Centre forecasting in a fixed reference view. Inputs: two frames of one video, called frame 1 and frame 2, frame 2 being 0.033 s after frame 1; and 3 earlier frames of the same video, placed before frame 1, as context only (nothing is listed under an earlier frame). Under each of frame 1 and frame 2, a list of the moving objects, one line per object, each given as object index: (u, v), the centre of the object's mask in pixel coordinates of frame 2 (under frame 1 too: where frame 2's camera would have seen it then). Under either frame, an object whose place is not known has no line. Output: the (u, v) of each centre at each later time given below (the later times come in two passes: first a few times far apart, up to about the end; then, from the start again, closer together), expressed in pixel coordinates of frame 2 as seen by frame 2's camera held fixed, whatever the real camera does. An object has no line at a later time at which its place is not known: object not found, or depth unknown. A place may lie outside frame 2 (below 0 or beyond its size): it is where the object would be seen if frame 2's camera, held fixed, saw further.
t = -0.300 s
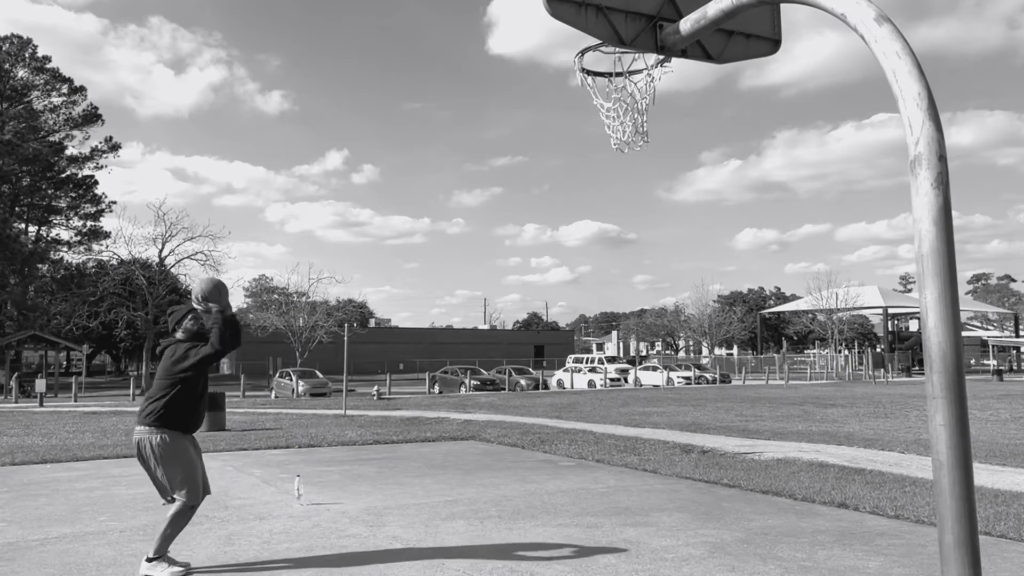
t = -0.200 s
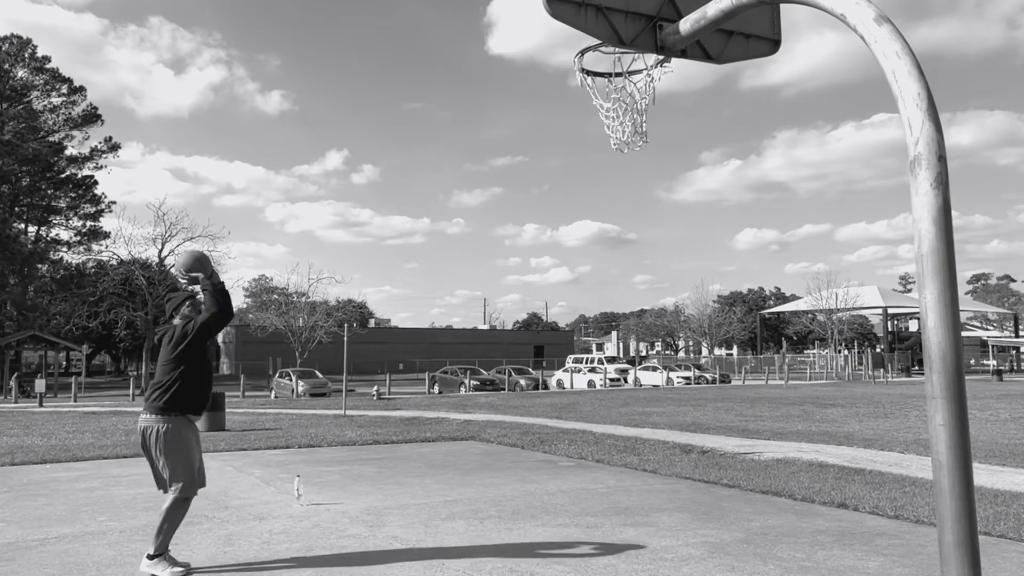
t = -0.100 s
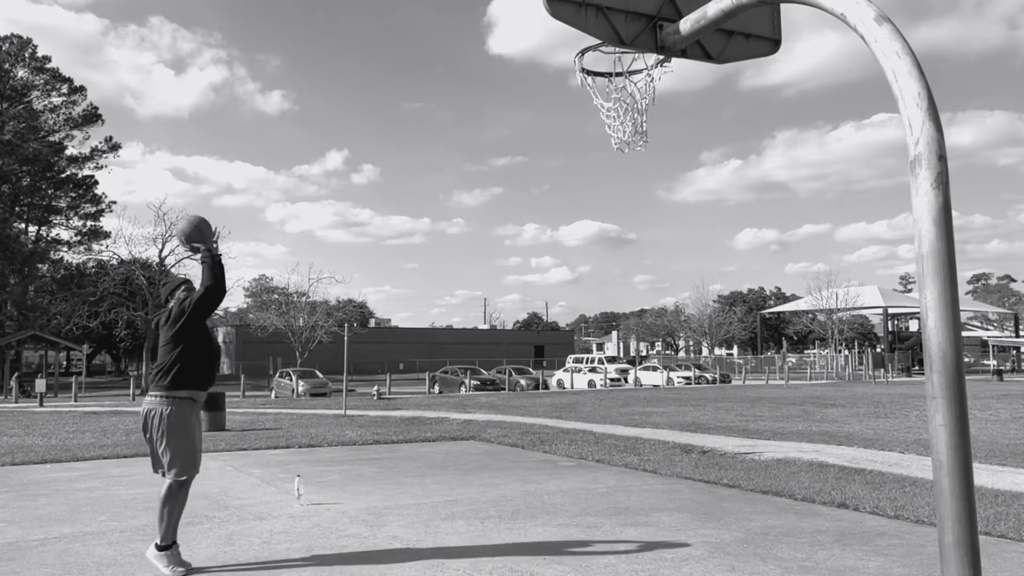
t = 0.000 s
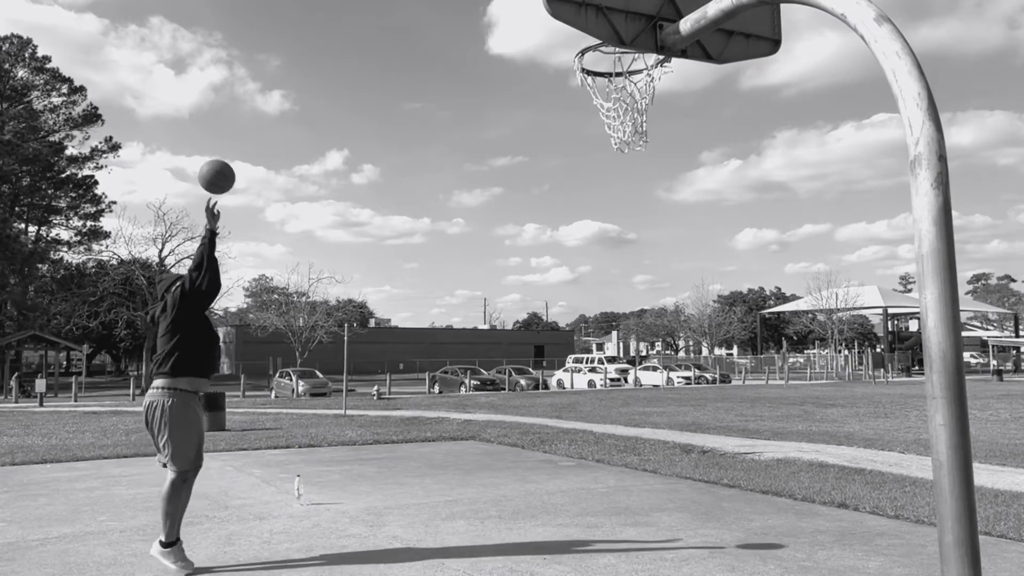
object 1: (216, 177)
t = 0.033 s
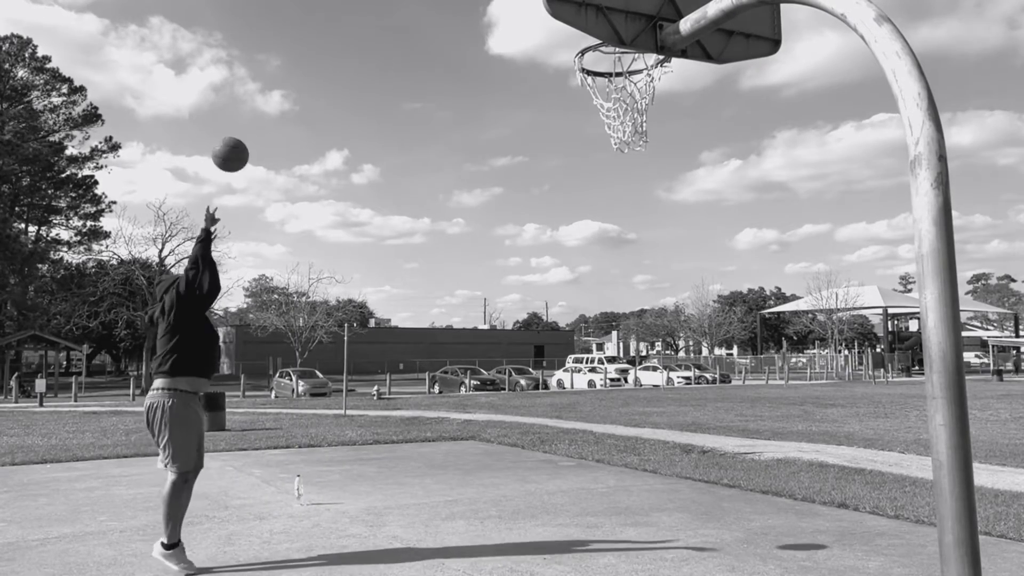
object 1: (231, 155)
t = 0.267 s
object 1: (330, 35)
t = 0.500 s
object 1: (443, 5)
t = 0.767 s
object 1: (594, 55)
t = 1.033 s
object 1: (589, 84)
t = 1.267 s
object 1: (502, 211)
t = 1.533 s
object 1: (396, 504)
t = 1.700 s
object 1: (336, 561)
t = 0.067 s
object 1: (244, 134)
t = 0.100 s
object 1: (258, 114)
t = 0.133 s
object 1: (272, 96)
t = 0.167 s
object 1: (286, 79)
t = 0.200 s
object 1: (300, 63)
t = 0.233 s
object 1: (315, 48)
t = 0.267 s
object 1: (330, 35)
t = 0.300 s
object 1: (345, 24)
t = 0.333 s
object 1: (361, 16)
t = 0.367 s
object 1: (377, 11)
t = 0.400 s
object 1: (393, 8)
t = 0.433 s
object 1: (410, 6)
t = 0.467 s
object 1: (427, 5)
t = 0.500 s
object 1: (443, 5)
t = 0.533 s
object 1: (461, 5)
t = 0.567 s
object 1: (479, 6)
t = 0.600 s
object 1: (498, 8)
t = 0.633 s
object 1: (517, 10)
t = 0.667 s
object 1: (533, 16)
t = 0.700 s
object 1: (552, 27)
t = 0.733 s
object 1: (571, 39)
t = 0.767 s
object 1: (594, 55)
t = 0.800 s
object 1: (612, 60)
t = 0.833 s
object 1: (626, 62)
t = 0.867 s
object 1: (635, 64)
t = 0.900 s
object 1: (632, 66)
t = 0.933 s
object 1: (625, 66)
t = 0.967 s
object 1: (612, 69)
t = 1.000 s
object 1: (600, 75)
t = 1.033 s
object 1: (589, 84)
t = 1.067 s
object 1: (576, 95)
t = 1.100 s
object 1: (564, 109)
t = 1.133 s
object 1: (552, 125)
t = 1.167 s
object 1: (539, 144)
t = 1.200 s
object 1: (527, 164)
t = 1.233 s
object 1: (514, 187)
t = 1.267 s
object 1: (502, 211)
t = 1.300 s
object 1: (489, 239)
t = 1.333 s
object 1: (476, 269)
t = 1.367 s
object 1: (463, 301)
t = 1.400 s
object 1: (449, 335)
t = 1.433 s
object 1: (437, 374)
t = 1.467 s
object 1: (423, 414)
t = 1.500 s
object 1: (410, 458)
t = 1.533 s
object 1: (396, 504)
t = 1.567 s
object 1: (382, 552)
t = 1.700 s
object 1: (336, 561)
